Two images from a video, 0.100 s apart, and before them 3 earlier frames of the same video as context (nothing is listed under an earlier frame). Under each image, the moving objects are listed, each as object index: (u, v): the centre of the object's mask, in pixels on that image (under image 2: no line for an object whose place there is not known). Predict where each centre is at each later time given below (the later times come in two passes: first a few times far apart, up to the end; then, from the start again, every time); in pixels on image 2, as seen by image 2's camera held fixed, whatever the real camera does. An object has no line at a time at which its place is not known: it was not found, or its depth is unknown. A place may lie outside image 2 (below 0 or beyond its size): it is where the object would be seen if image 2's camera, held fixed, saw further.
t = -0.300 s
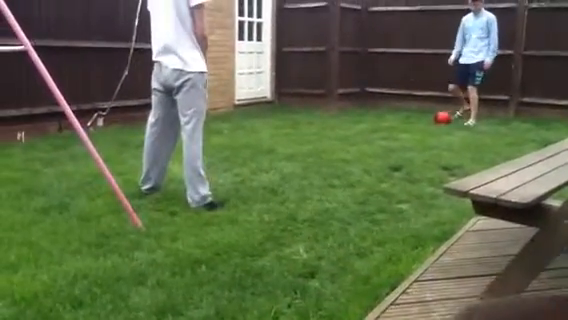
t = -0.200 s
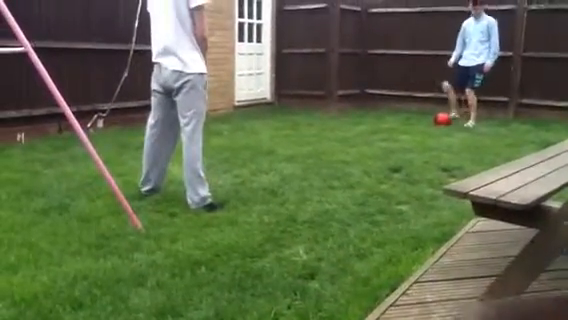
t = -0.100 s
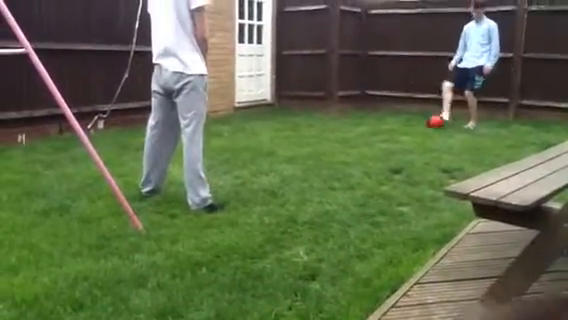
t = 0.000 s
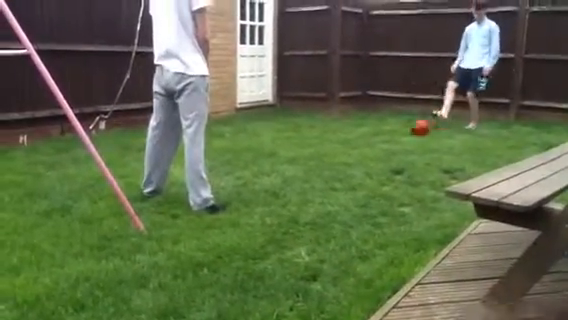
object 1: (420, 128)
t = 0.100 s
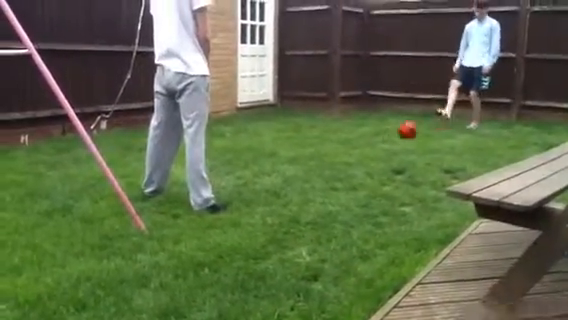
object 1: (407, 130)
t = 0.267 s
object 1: (383, 137)
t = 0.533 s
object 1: (336, 146)
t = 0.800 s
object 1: (283, 159)
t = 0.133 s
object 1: (403, 131)
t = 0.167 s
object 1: (396, 134)
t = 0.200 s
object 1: (393, 135)
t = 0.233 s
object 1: (388, 137)
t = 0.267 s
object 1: (383, 137)
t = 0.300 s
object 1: (377, 136)
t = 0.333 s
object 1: (374, 135)
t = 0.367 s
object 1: (368, 134)
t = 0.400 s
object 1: (362, 135)
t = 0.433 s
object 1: (356, 135)
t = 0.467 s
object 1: (350, 138)
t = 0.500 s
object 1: (343, 143)
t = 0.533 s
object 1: (336, 146)
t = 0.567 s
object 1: (330, 148)
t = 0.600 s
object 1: (324, 147)
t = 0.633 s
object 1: (318, 147)
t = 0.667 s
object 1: (311, 147)
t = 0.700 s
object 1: (305, 149)
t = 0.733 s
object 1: (298, 153)
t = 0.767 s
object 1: (290, 156)
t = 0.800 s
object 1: (283, 159)
